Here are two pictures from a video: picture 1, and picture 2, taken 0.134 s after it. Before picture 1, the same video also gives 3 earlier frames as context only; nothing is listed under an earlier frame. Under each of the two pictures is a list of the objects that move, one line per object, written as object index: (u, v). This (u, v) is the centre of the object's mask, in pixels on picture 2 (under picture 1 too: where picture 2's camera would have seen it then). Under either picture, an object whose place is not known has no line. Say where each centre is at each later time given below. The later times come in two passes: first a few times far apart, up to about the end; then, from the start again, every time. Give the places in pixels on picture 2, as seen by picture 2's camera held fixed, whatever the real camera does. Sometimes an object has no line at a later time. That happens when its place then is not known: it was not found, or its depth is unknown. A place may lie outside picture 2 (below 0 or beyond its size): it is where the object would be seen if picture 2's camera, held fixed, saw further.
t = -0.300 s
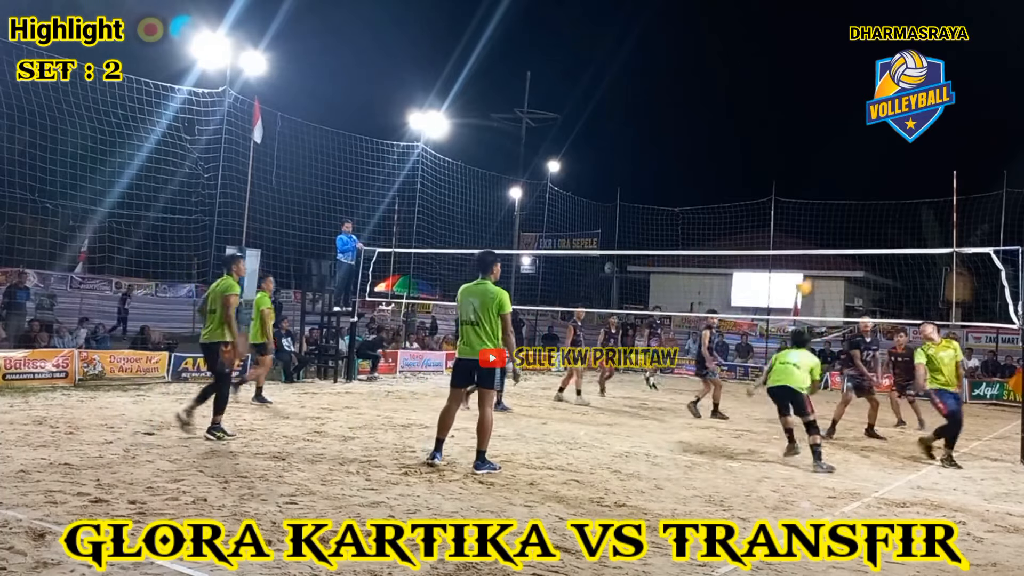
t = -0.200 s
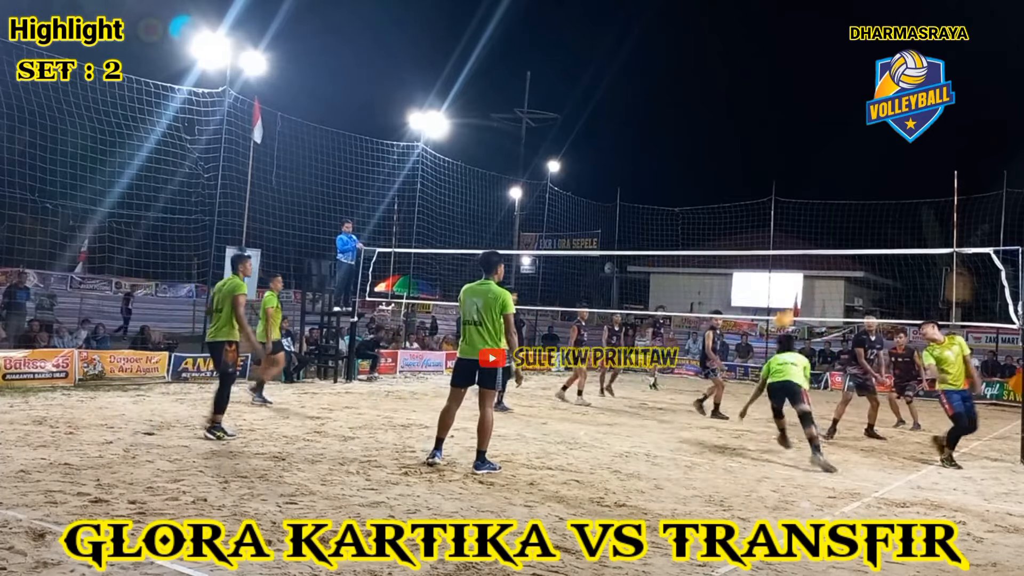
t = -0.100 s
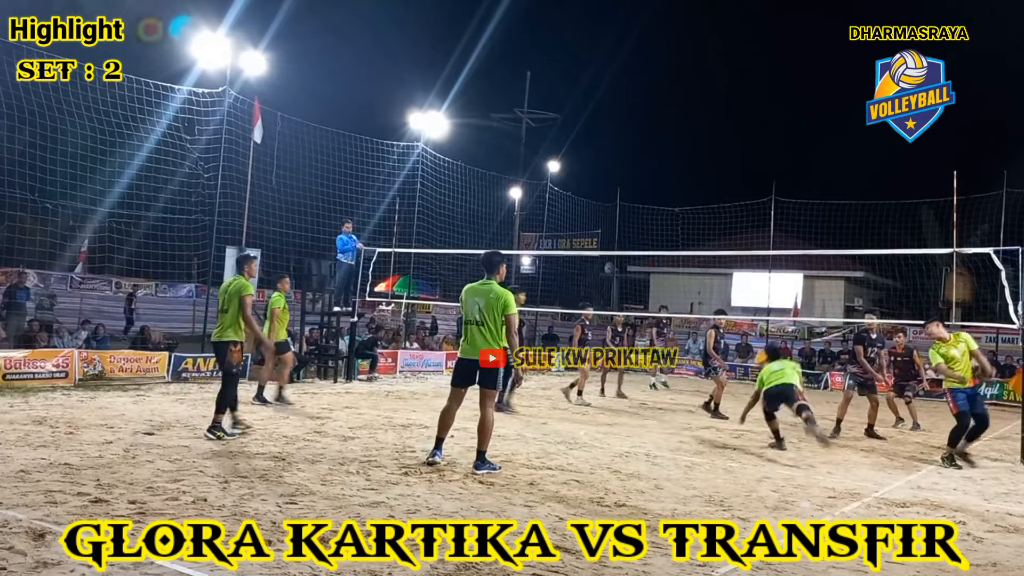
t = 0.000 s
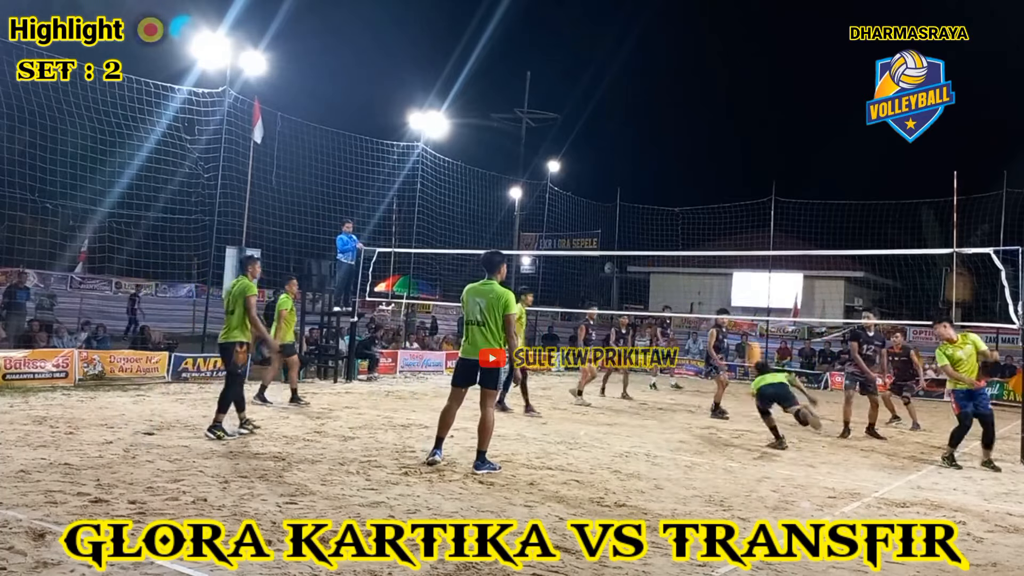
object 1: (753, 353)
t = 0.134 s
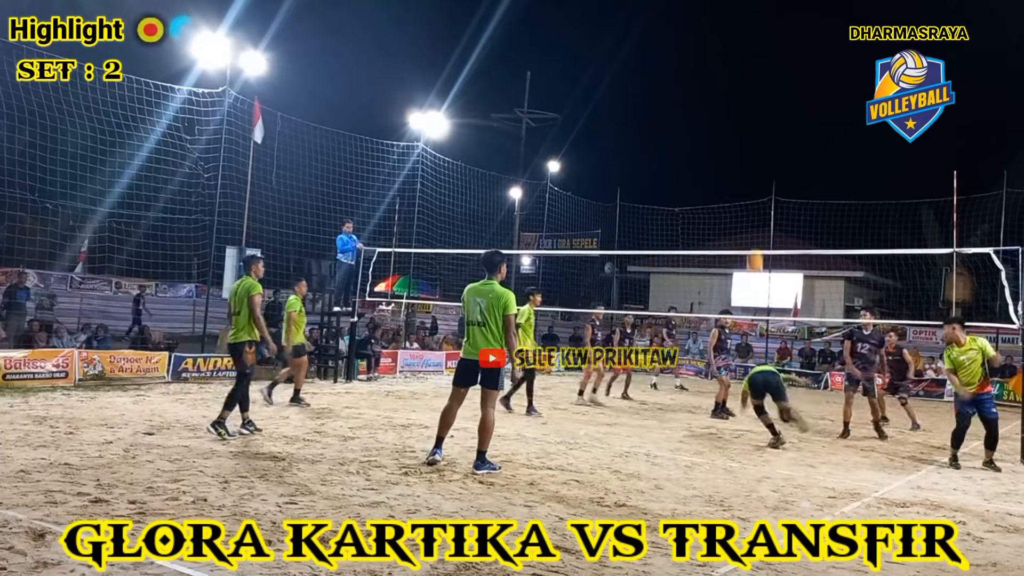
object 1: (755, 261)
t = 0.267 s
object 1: (755, 188)
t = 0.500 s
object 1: (754, 94)
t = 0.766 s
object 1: (751, 39)
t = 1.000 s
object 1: (745, 31)
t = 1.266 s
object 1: (736, 66)
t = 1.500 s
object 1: (727, 130)
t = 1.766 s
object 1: (717, 239)
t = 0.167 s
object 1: (755, 241)
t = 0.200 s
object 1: (755, 223)
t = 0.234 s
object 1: (755, 206)
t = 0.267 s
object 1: (755, 188)
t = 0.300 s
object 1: (755, 172)
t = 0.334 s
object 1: (755, 157)
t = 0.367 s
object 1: (755, 143)
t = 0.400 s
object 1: (755, 129)
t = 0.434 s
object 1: (755, 117)
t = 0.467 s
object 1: (754, 105)
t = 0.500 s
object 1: (754, 94)
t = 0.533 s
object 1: (754, 84)
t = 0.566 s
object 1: (754, 76)
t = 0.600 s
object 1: (753, 67)
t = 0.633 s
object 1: (753, 60)
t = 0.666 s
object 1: (753, 53)
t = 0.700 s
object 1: (752, 48)
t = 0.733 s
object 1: (751, 43)
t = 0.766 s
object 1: (751, 39)
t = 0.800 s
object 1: (750, 35)
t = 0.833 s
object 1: (749, 33)
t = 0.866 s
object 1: (748, 31)
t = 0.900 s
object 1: (747, 30)
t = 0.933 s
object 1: (747, 30)
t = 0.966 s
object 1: (746, 30)
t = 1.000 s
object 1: (745, 31)
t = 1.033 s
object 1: (744, 33)
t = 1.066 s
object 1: (743, 35)
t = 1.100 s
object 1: (742, 39)
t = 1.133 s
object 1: (740, 43)
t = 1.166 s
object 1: (739, 48)
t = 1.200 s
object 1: (738, 53)
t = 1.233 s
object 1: (737, 59)
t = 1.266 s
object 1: (736, 66)
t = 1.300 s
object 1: (734, 73)
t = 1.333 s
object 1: (733, 81)
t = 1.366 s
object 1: (732, 89)
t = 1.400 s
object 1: (731, 99)
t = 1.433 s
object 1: (729, 109)
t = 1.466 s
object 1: (728, 119)
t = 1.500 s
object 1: (727, 130)
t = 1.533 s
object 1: (726, 142)
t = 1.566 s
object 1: (724, 154)
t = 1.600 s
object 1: (723, 168)
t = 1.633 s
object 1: (722, 181)
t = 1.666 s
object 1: (721, 194)
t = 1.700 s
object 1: (719, 209)
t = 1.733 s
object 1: (718, 224)
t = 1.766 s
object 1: (717, 239)
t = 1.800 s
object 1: (716, 255)
